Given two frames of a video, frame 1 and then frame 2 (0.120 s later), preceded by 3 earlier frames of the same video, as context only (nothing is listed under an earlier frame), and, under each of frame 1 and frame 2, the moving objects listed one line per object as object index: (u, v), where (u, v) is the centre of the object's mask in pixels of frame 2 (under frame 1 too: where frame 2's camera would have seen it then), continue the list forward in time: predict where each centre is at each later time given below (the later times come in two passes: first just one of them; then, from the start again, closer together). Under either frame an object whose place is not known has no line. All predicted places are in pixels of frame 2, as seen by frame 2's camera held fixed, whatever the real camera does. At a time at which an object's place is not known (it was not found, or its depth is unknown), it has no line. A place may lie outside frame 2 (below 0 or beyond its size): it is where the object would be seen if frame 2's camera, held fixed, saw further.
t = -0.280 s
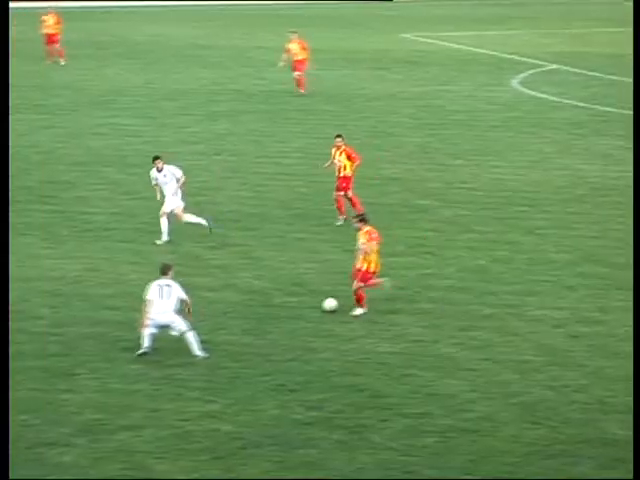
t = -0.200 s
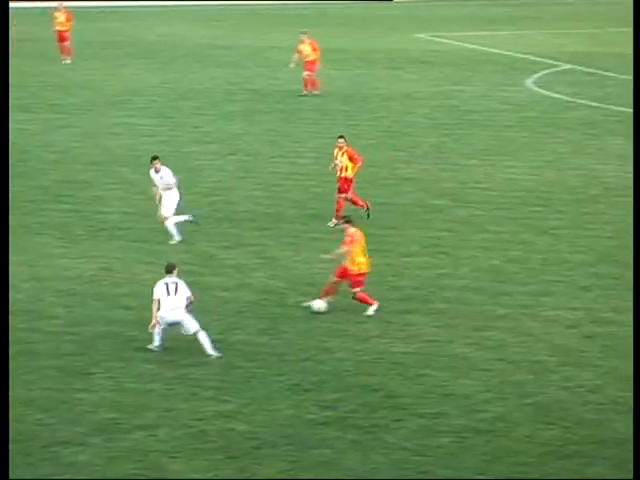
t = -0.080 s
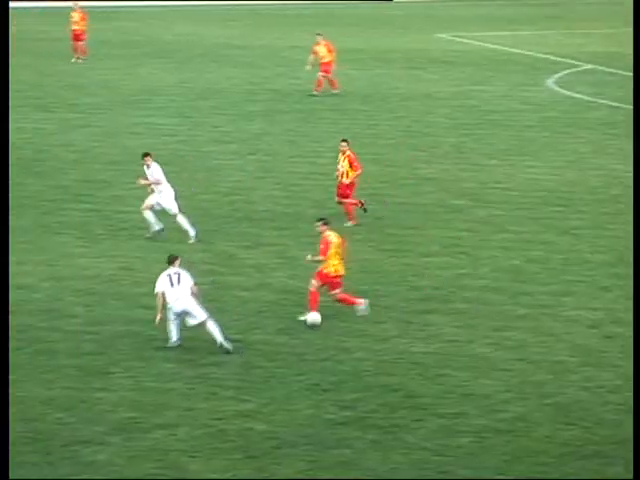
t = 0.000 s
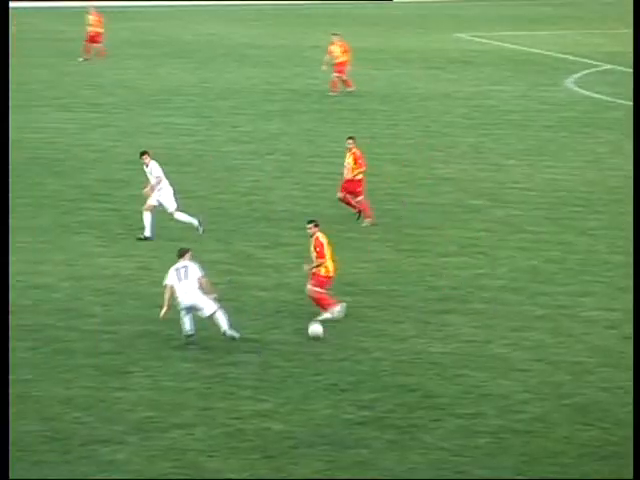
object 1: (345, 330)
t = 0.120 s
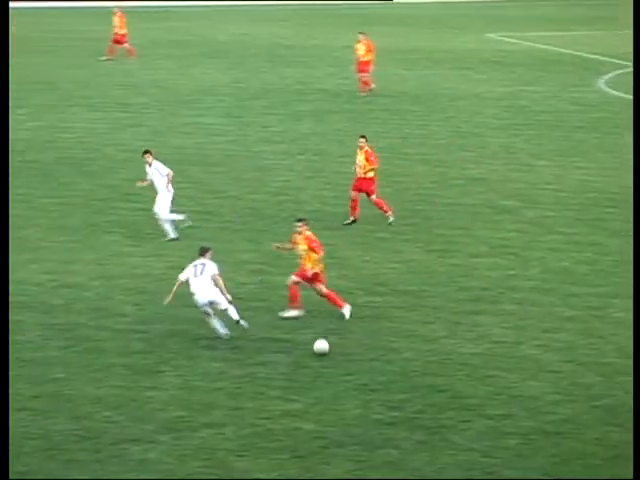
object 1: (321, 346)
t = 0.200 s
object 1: (304, 354)
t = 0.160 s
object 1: (313, 349)
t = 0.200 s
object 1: (304, 354)
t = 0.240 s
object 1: (296, 359)
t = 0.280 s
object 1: (288, 366)
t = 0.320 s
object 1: (280, 373)
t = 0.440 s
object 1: (255, 383)
